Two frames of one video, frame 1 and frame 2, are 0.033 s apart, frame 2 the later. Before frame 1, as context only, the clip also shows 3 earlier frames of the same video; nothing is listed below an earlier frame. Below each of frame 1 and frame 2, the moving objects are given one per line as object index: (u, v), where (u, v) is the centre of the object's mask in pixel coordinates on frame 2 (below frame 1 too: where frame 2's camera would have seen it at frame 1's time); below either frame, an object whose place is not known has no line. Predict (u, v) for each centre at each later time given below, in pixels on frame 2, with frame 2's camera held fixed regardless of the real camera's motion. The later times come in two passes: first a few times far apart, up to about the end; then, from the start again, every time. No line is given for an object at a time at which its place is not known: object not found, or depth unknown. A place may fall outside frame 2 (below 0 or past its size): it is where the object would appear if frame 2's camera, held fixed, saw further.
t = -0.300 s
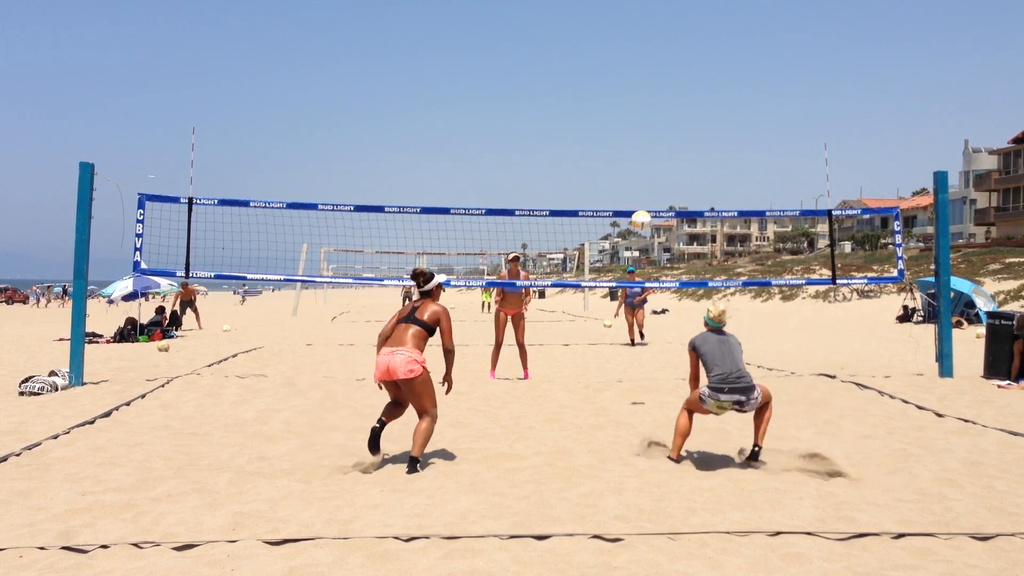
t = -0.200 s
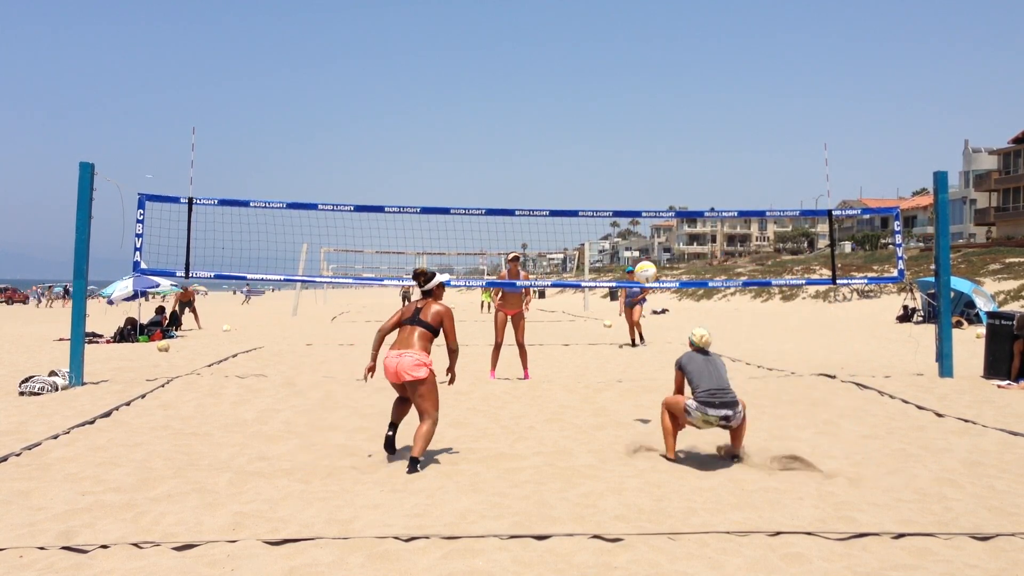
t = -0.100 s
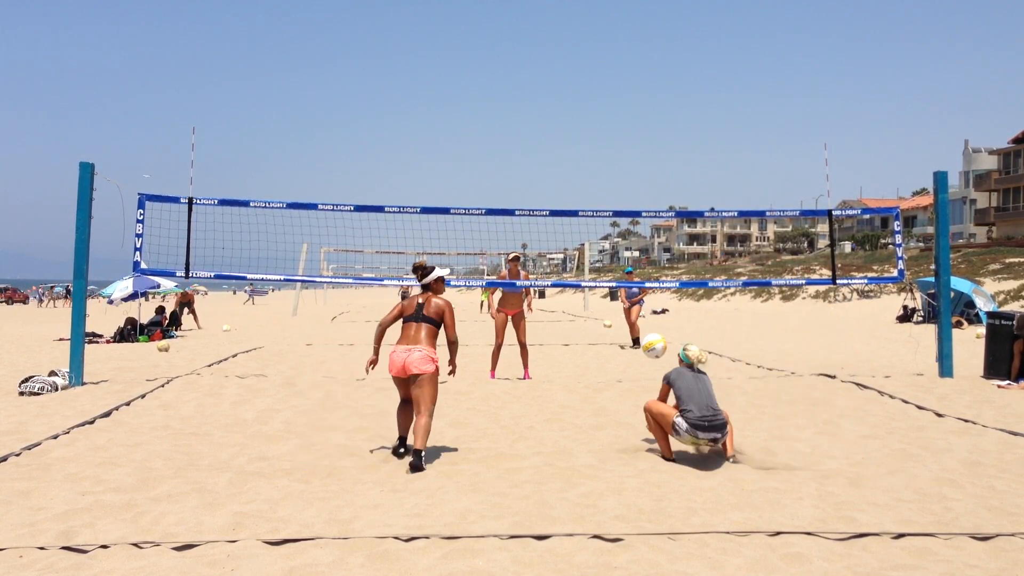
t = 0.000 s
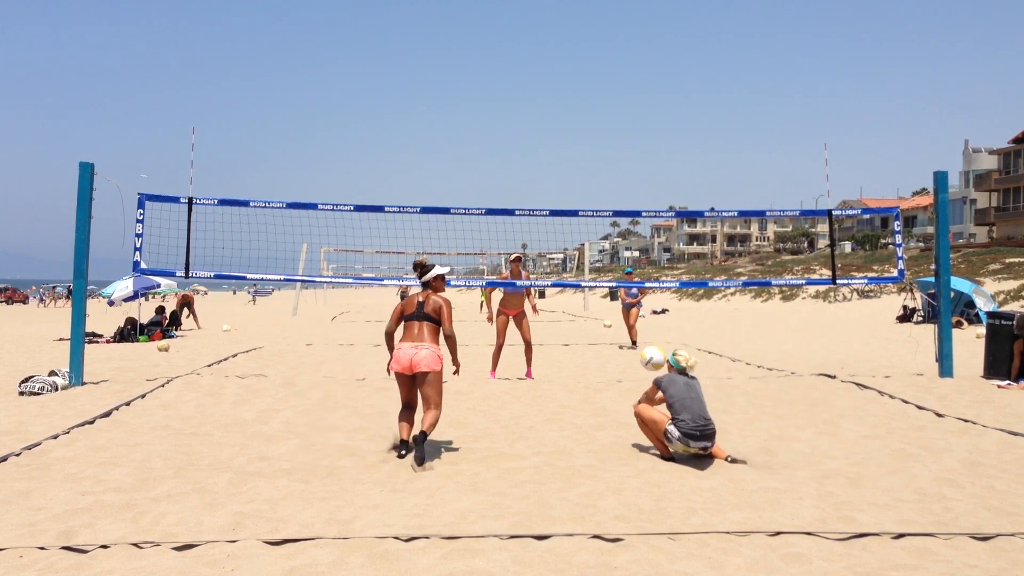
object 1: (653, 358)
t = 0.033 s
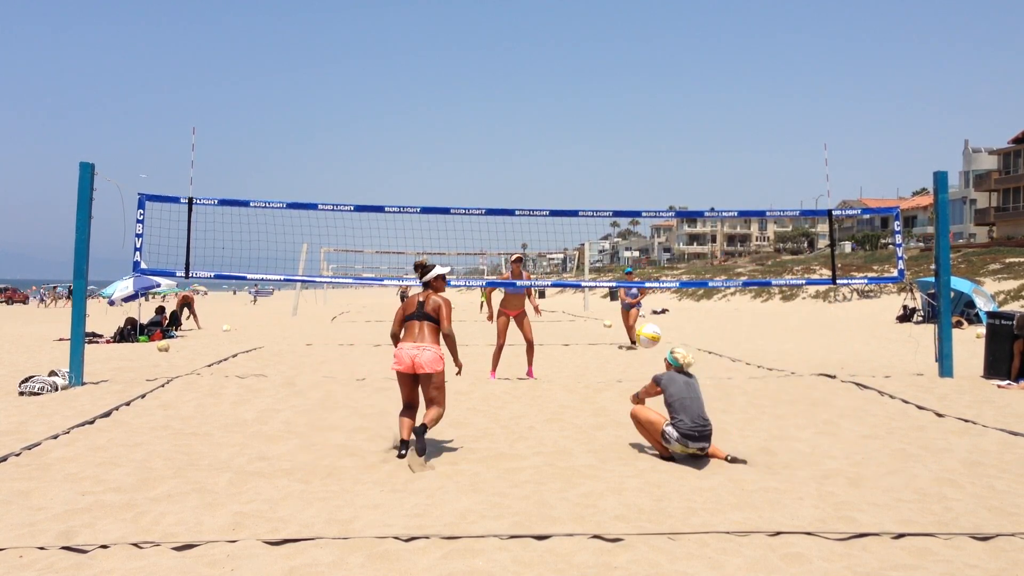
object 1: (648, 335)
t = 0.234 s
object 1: (617, 225)
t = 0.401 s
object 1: (591, 170)
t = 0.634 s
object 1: (556, 146)
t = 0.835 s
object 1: (527, 175)
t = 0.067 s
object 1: (643, 314)
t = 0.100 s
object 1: (637, 293)
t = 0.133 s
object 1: (632, 274)
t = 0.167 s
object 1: (627, 256)
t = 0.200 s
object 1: (622, 240)
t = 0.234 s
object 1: (617, 225)
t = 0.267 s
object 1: (611, 211)
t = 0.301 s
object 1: (606, 198)
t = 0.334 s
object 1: (601, 188)
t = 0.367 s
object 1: (596, 178)
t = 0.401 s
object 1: (591, 170)
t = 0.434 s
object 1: (586, 162)
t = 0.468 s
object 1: (581, 157)
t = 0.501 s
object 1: (576, 152)
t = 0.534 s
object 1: (571, 149)
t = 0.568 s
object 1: (566, 147)
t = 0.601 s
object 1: (561, 146)
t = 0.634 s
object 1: (556, 146)
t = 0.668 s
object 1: (551, 148)
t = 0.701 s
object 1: (547, 151)
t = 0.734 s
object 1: (542, 155)
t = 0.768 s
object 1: (537, 160)
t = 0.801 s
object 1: (532, 167)
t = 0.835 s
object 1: (527, 175)
